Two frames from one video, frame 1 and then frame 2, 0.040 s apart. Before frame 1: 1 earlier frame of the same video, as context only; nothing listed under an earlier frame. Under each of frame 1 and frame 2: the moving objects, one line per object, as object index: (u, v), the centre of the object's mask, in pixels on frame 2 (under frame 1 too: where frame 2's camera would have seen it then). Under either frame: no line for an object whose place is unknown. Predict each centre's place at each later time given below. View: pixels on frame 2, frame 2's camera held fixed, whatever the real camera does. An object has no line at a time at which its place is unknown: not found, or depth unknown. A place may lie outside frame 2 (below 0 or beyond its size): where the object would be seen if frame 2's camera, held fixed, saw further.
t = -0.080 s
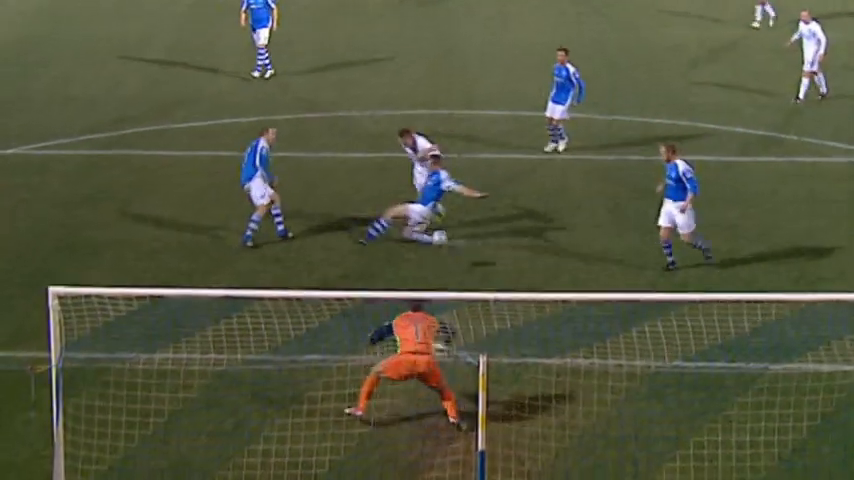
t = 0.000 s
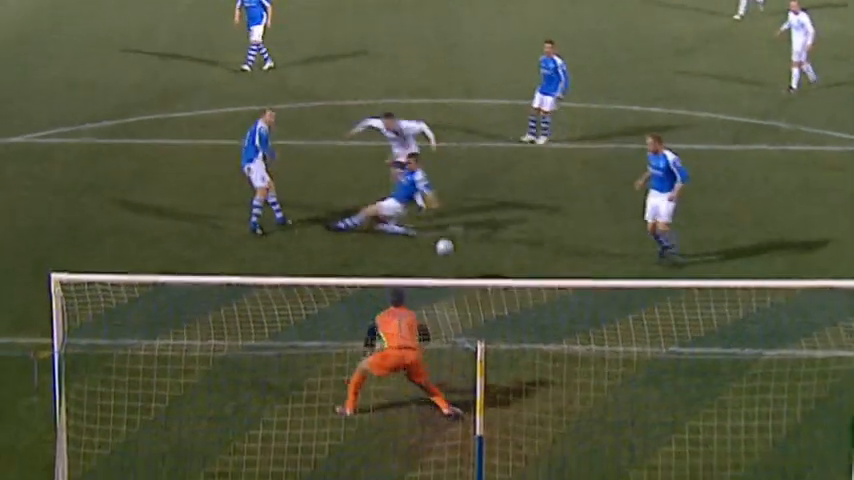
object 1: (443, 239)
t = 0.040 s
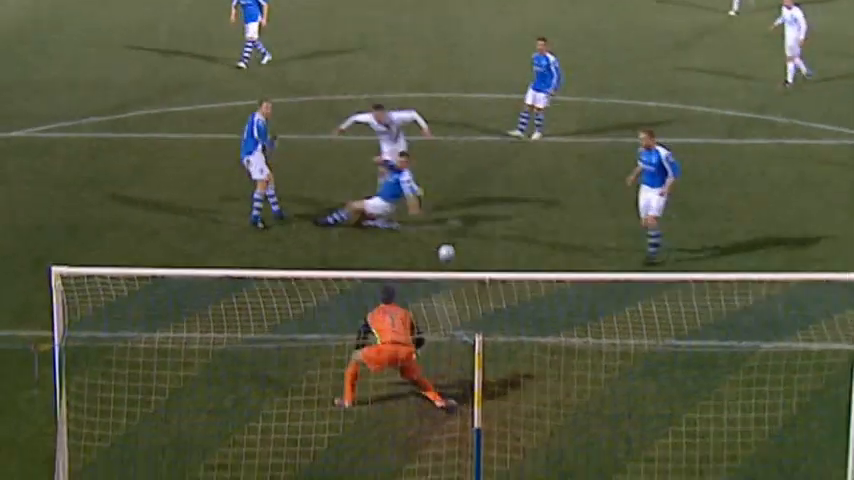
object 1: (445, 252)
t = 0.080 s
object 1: (450, 266)
